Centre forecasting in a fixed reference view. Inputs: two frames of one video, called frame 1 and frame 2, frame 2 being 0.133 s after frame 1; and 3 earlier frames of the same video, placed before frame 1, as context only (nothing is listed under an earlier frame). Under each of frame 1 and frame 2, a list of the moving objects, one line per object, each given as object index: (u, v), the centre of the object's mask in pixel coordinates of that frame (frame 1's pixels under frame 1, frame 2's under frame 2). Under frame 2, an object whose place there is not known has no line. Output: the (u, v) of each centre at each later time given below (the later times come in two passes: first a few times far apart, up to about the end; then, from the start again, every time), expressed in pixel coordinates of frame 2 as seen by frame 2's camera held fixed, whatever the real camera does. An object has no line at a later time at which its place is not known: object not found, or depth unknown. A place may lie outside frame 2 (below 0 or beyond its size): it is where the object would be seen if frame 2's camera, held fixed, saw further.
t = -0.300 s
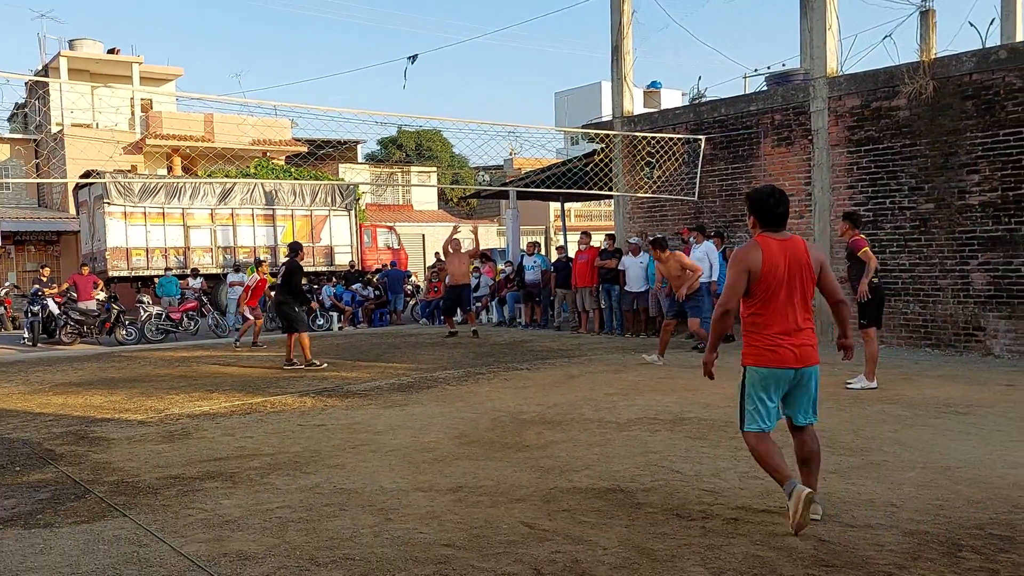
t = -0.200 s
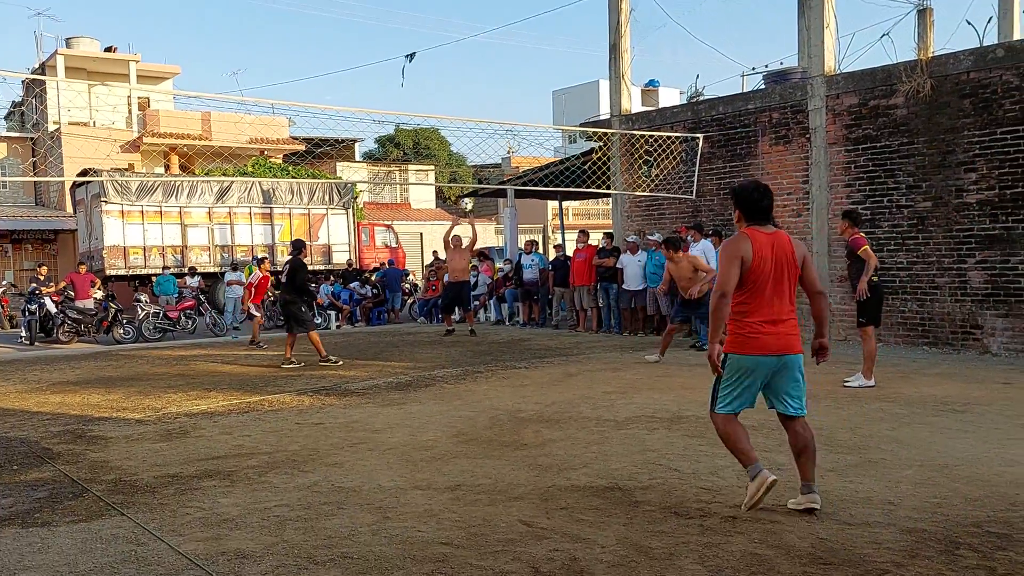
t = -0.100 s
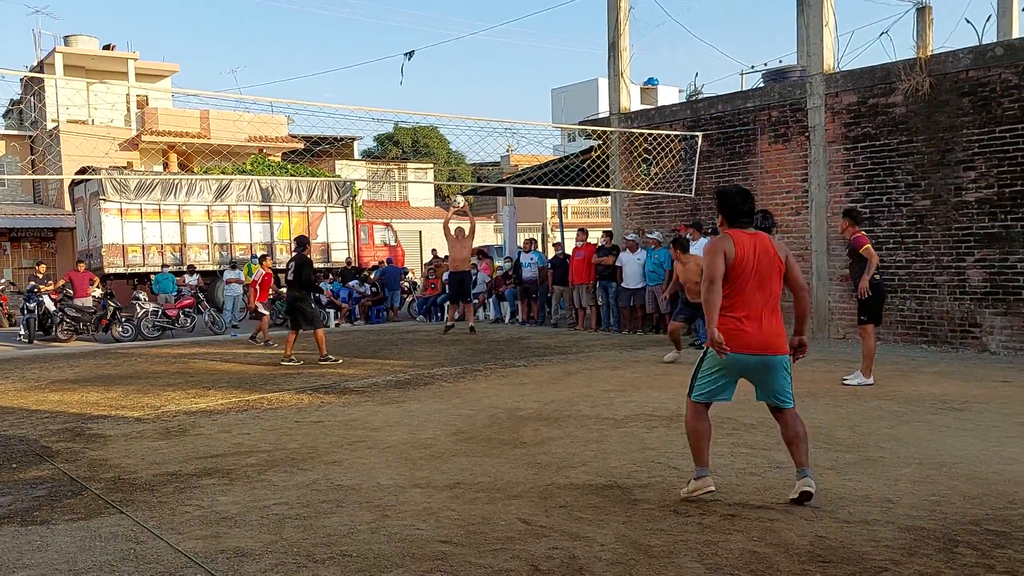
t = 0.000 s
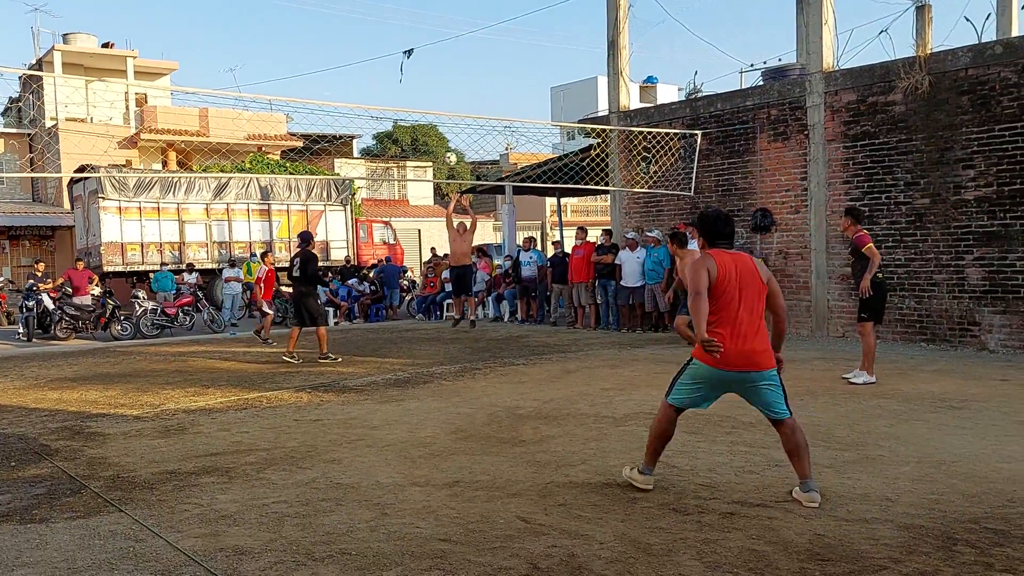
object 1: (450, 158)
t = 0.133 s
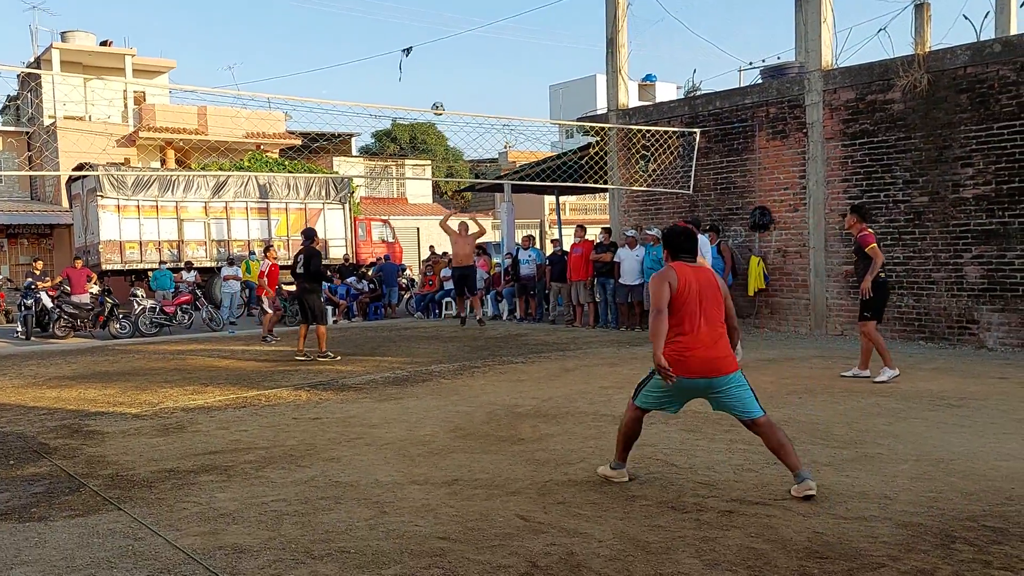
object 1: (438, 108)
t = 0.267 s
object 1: (427, 69)
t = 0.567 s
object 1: (403, 16)
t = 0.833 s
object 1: (381, 18)
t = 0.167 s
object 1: (435, 98)
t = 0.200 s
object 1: (432, 88)
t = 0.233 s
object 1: (430, 78)
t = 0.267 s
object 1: (427, 69)
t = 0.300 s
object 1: (425, 60)
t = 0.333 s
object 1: (422, 53)
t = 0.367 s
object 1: (419, 46)
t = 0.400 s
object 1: (417, 39)
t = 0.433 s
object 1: (414, 33)
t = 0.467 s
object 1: (411, 28)
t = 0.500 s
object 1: (408, 23)
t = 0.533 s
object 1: (406, 19)
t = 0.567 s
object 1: (403, 16)
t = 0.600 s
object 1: (401, 13)
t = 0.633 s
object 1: (398, 12)
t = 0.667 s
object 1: (395, 11)
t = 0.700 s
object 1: (392, 11)
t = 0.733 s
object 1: (390, 12)
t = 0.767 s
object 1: (387, 13)
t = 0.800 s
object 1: (384, 15)
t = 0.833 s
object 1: (381, 18)
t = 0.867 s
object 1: (378, 22)
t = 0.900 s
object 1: (376, 27)
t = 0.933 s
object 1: (373, 34)
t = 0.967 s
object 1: (370, 40)
